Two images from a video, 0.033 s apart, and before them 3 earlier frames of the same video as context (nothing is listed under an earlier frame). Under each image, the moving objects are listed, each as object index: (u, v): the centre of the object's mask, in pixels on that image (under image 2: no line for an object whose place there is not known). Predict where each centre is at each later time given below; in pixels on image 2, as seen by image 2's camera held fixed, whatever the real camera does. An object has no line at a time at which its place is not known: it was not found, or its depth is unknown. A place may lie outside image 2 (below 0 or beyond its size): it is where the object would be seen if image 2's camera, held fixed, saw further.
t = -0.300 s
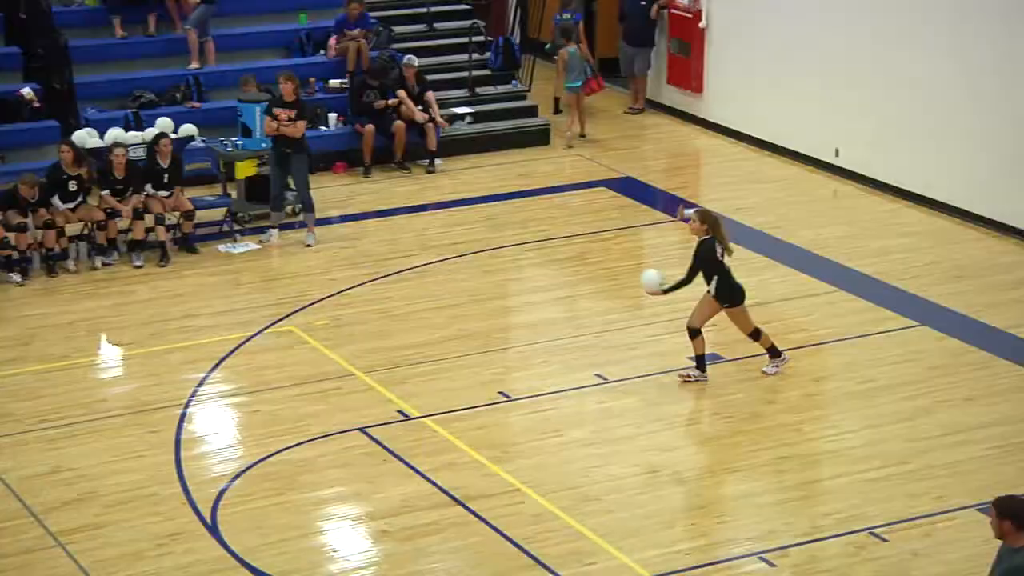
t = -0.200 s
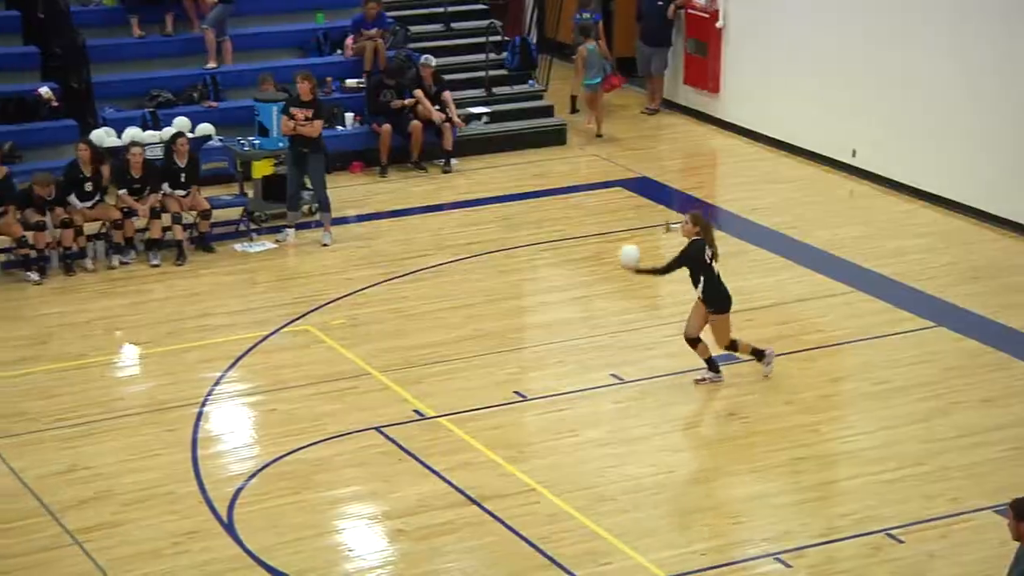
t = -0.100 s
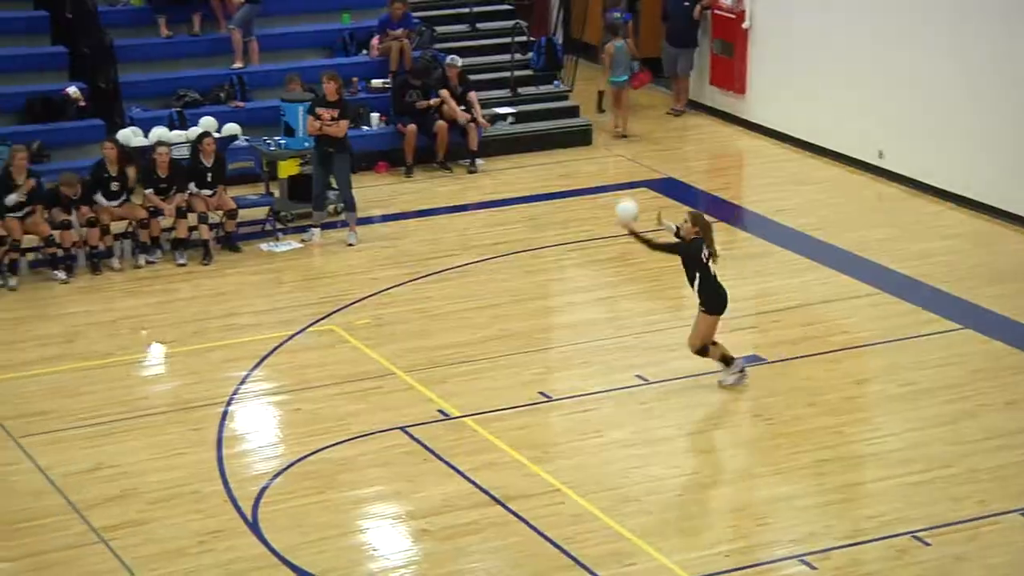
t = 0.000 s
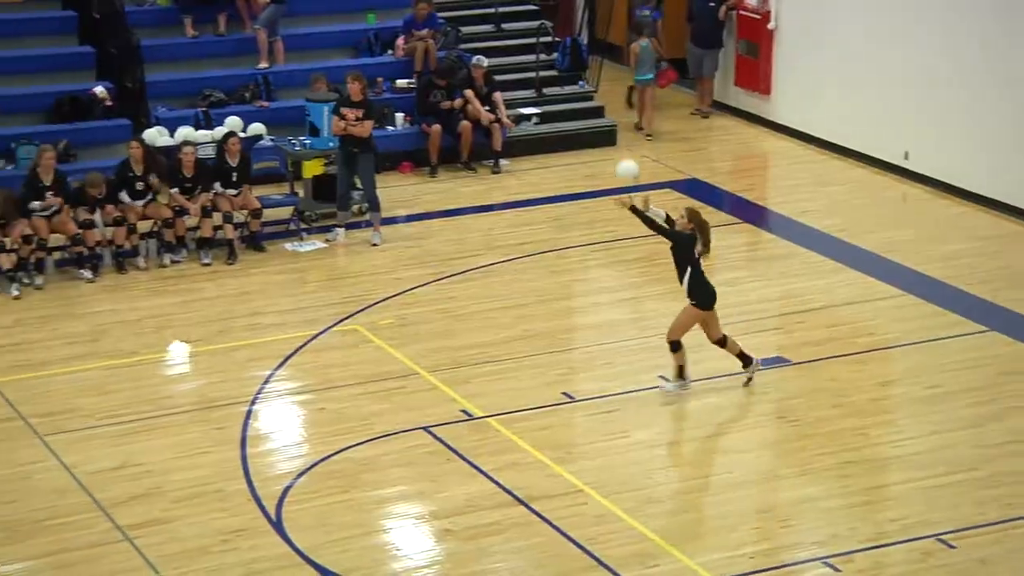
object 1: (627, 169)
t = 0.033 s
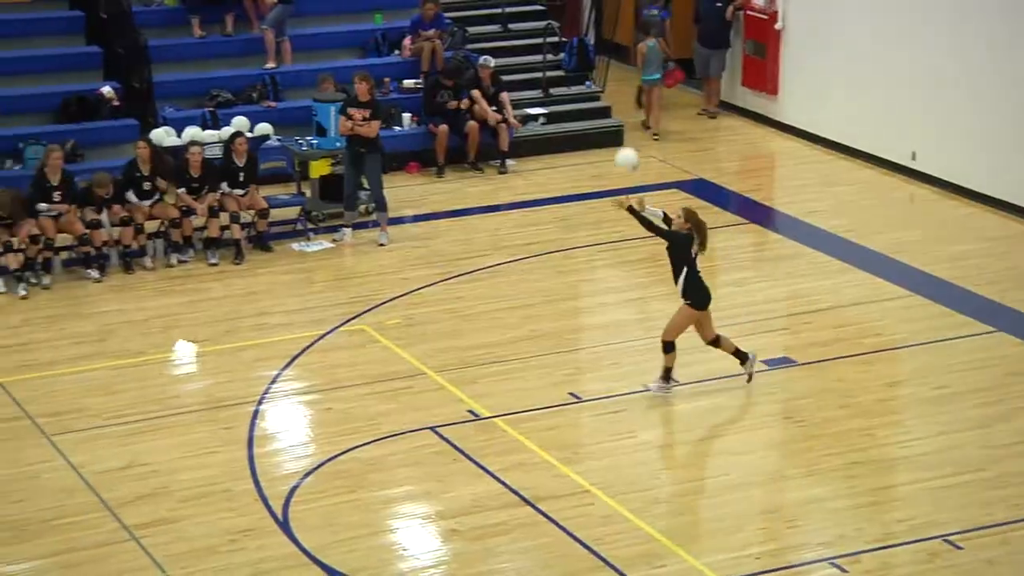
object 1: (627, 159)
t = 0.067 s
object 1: (619, 150)
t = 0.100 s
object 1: (612, 141)
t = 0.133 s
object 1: (605, 135)
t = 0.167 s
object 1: (598, 130)
